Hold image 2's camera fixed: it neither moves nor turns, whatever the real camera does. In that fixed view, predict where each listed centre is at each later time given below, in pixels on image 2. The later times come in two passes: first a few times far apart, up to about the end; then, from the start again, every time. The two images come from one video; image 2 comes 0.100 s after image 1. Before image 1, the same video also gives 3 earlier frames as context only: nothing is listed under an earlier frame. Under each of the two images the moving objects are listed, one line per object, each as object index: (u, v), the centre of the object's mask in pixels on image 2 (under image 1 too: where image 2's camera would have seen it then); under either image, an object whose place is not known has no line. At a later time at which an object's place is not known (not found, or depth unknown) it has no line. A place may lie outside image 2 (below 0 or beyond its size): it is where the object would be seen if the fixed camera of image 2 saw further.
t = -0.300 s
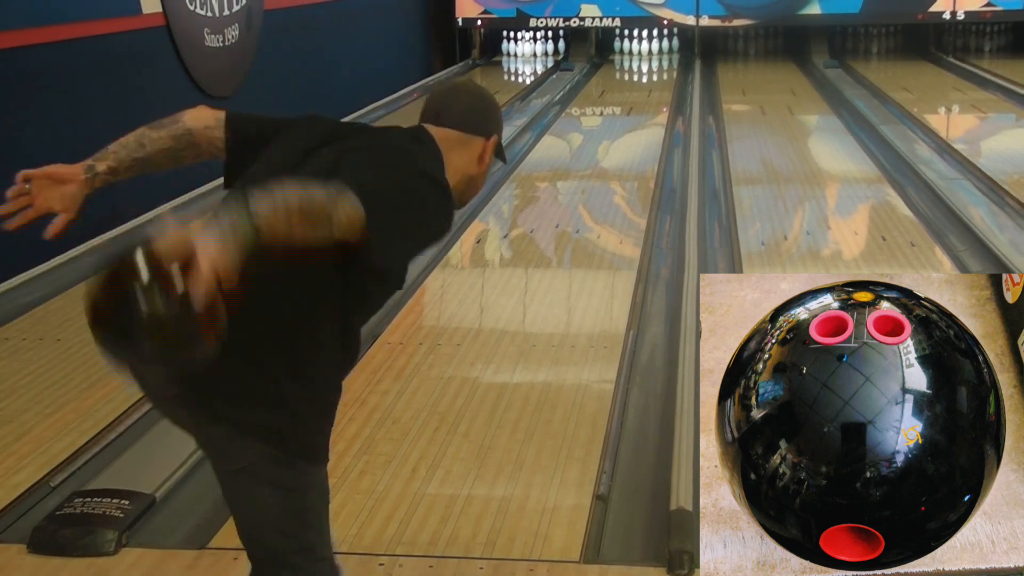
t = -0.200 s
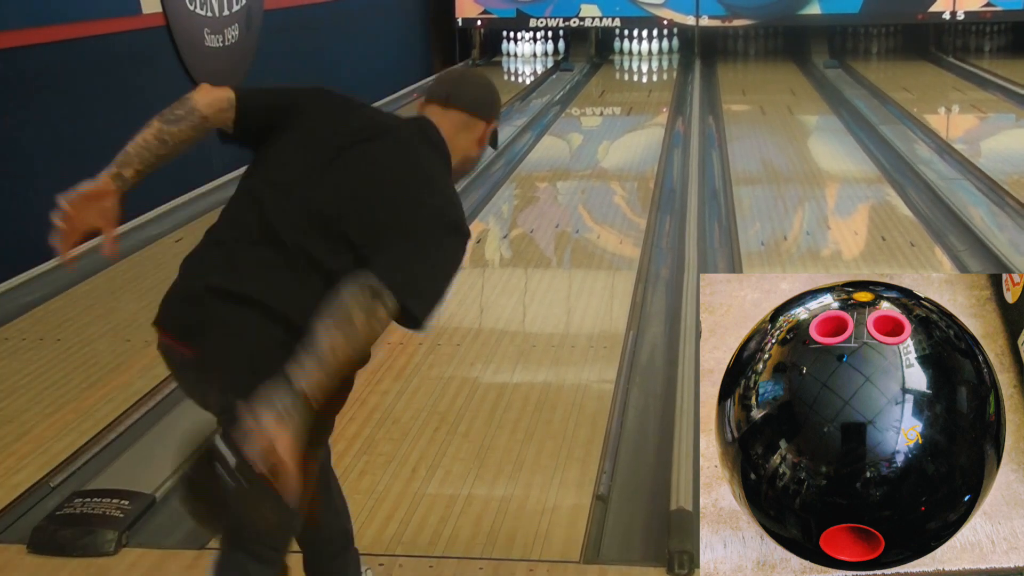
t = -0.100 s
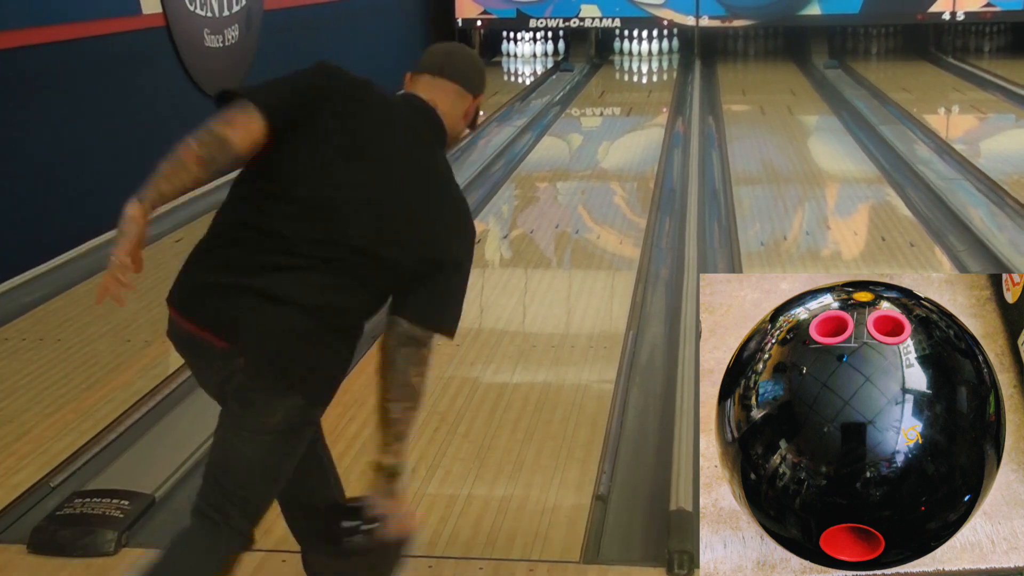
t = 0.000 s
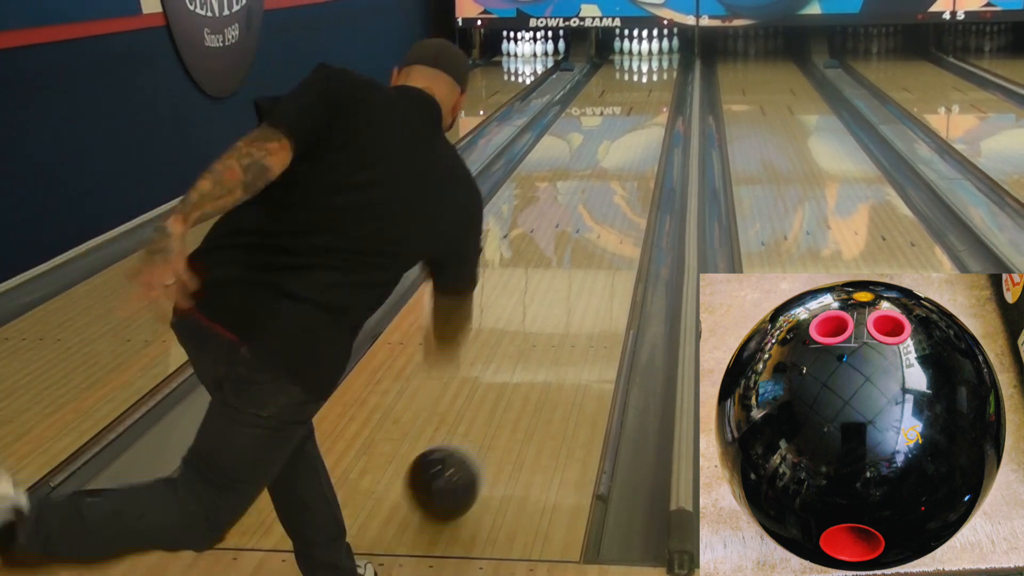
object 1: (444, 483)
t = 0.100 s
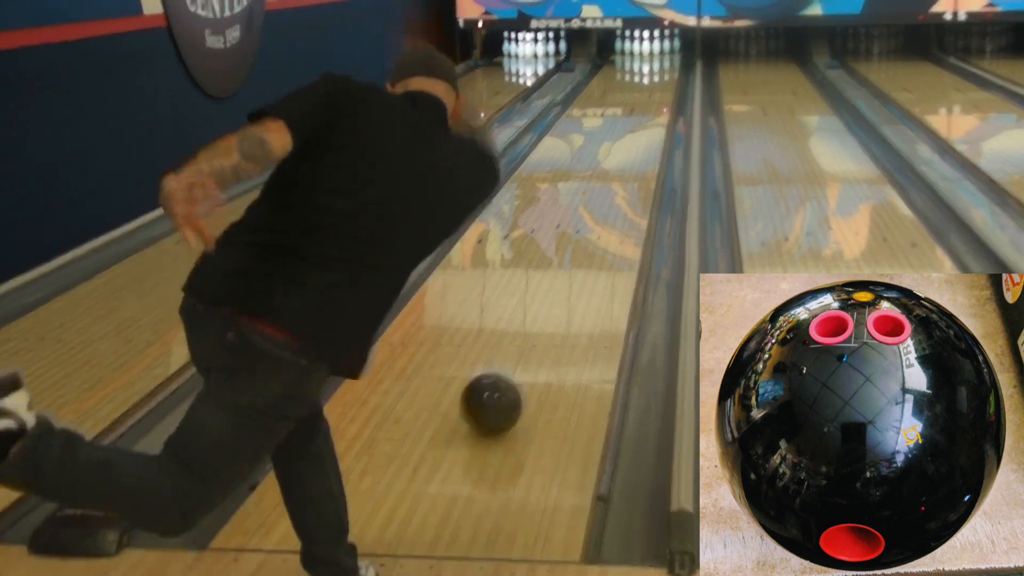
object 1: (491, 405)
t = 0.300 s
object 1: (554, 294)
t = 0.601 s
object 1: (603, 200)
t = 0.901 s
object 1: (631, 146)
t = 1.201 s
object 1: (648, 112)
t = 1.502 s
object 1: (657, 89)
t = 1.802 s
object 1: (660, 72)
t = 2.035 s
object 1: (657, 63)
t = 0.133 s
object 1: (505, 378)
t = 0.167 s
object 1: (517, 360)
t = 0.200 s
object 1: (527, 341)
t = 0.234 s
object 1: (536, 324)
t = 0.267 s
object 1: (545, 308)
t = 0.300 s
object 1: (554, 294)
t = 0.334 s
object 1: (561, 280)
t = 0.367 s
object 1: (568, 267)
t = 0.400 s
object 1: (574, 255)
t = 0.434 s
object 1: (580, 245)
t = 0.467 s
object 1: (585, 234)
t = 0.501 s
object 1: (590, 225)
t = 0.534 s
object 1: (595, 216)
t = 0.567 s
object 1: (599, 207)
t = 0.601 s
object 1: (603, 200)
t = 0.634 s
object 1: (607, 193)
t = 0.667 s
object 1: (611, 186)
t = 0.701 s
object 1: (614, 179)
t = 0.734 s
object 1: (618, 173)
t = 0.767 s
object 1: (621, 167)
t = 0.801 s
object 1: (624, 161)
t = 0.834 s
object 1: (626, 156)
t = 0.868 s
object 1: (629, 151)
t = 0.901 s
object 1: (631, 146)
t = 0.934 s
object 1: (634, 142)
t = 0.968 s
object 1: (636, 138)
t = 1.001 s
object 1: (638, 133)
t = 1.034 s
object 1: (640, 130)
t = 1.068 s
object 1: (642, 126)
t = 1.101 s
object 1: (643, 122)
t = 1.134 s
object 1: (645, 119)
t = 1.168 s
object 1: (646, 115)
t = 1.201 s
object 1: (648, 112)
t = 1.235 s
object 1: (650, 109)
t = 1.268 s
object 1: (651, 106)
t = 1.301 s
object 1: (652, 104)
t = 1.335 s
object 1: (653, 101)
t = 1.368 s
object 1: (654, 98)
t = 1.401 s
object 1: (655, 96)
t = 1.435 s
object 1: (656, 94)
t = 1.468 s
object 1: (656, 91)
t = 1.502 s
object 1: (657, 89)
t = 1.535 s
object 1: (658, 87)
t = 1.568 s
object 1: (658, 85)
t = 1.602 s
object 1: (659, 83)
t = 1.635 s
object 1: (659, 81)
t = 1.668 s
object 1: (659, 79)
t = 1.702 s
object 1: (659, 77)
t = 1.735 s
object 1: (659, 75)
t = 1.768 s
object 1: (659, 74)
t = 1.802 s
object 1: (660, 72)
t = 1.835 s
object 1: (659, 71)
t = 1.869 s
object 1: (659, 69)
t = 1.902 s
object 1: (659, 67)
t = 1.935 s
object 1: (658, 66)
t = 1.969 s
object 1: (658, 65)
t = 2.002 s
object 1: (657, 64)
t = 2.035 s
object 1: (657, 63)
